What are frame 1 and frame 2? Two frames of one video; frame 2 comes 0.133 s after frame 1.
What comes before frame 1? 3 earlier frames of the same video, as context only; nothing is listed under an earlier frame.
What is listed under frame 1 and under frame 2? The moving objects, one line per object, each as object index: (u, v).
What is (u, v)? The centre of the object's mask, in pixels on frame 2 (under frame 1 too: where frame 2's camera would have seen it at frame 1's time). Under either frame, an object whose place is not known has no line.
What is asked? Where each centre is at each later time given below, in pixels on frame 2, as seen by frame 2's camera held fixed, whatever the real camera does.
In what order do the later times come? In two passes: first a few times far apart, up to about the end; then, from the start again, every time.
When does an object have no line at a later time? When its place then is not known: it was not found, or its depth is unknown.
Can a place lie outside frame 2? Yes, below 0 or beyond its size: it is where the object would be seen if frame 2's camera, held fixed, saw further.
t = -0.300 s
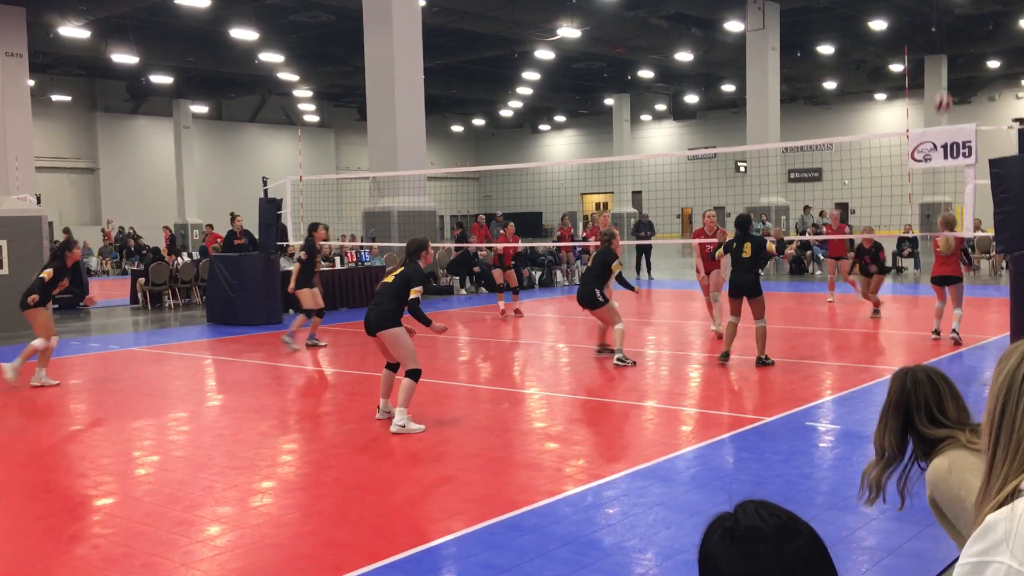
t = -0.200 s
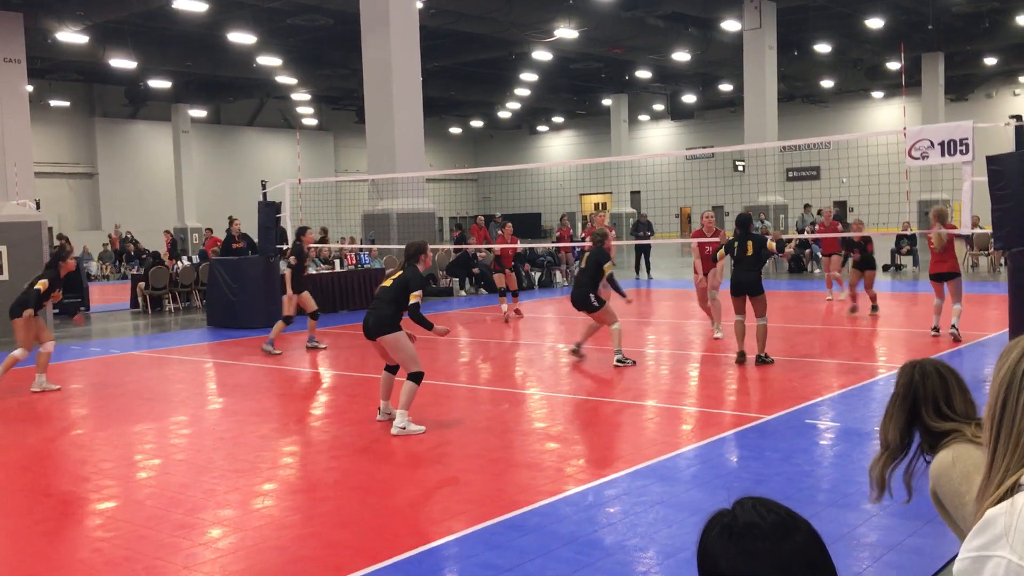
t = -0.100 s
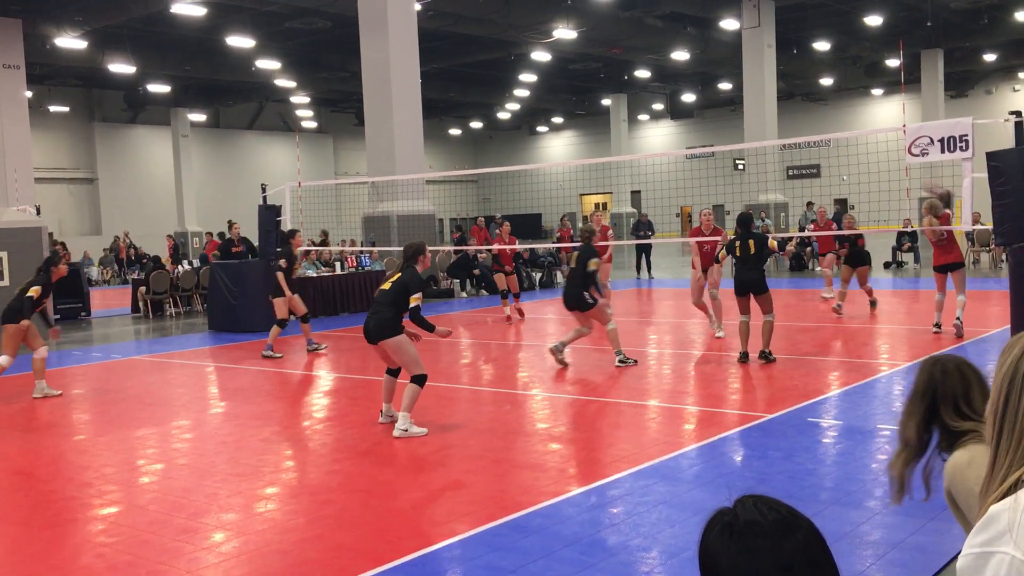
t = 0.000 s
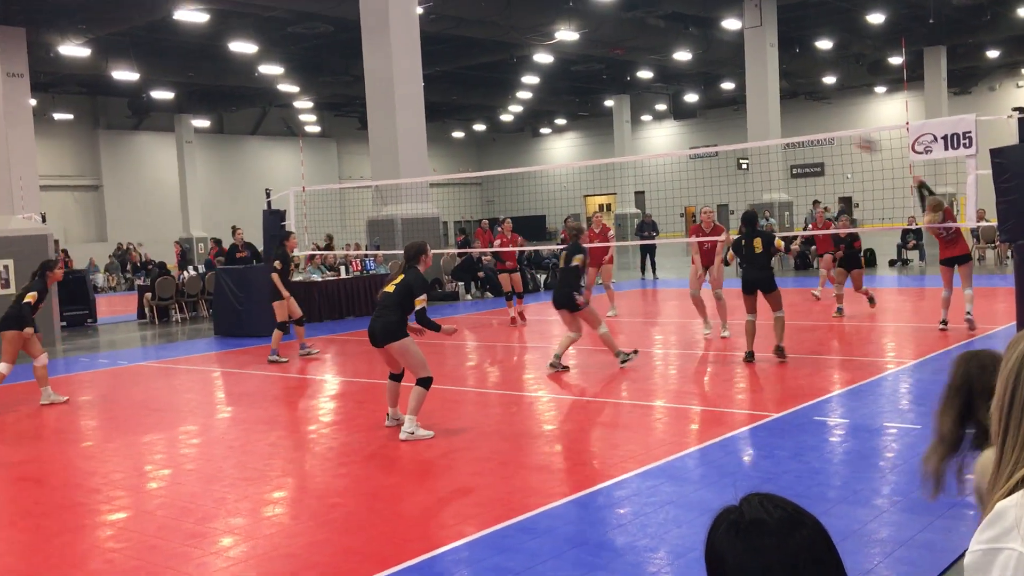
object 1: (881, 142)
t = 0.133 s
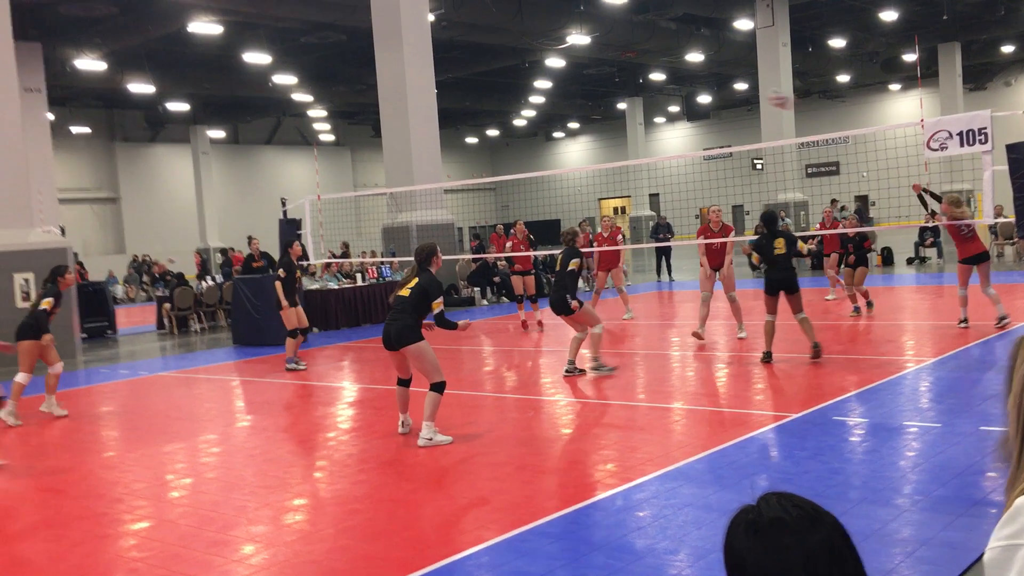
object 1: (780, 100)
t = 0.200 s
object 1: (728, 83)
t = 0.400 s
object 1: (584, 64)
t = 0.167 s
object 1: (756, 92)
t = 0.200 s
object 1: (728, 83)
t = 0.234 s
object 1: (706, 79)
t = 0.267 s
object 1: (681, 74)
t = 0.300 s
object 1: (658, 70)
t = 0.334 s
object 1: (633, 67)
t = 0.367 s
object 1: (608, 65)
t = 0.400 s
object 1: (584, 64)
